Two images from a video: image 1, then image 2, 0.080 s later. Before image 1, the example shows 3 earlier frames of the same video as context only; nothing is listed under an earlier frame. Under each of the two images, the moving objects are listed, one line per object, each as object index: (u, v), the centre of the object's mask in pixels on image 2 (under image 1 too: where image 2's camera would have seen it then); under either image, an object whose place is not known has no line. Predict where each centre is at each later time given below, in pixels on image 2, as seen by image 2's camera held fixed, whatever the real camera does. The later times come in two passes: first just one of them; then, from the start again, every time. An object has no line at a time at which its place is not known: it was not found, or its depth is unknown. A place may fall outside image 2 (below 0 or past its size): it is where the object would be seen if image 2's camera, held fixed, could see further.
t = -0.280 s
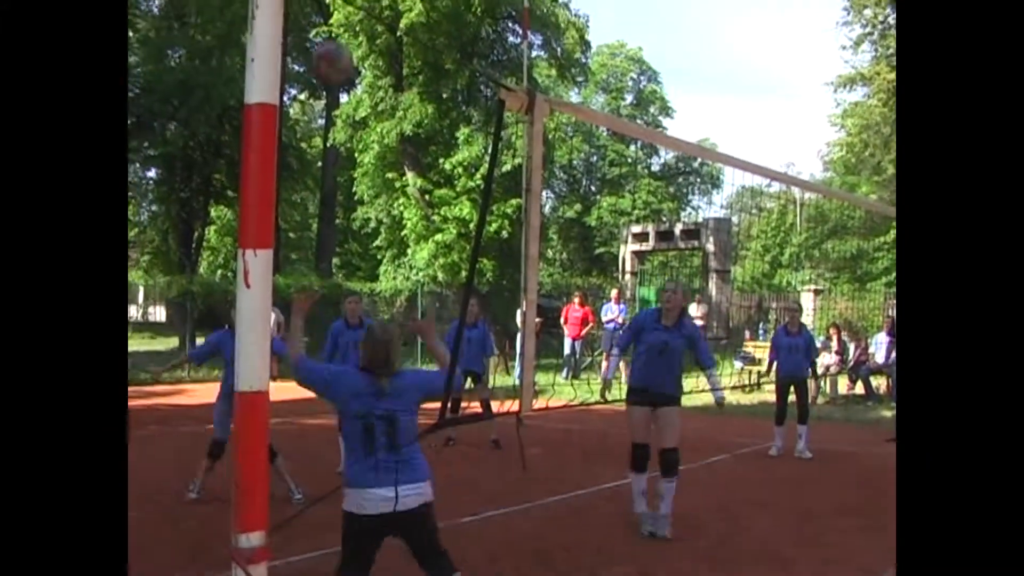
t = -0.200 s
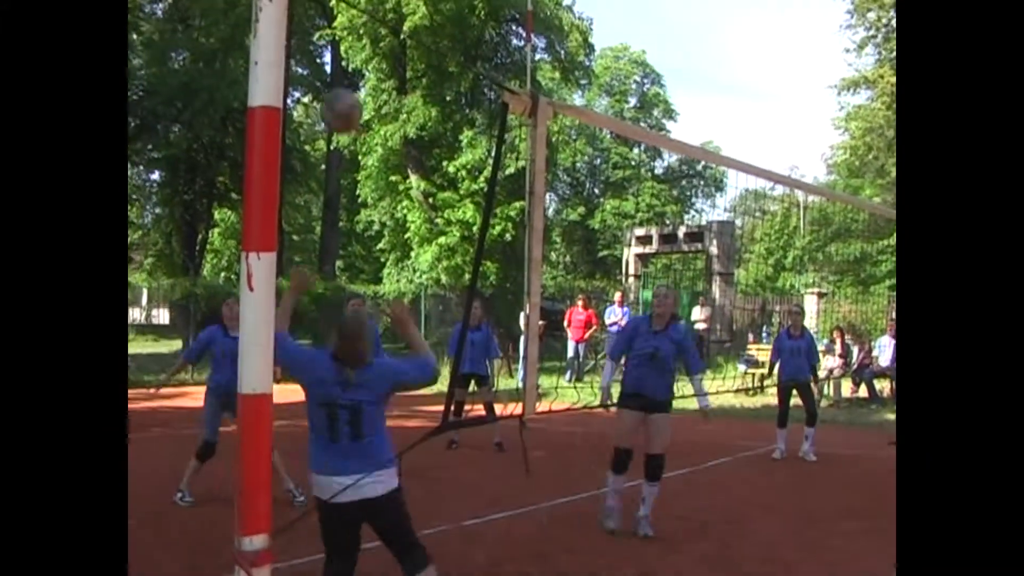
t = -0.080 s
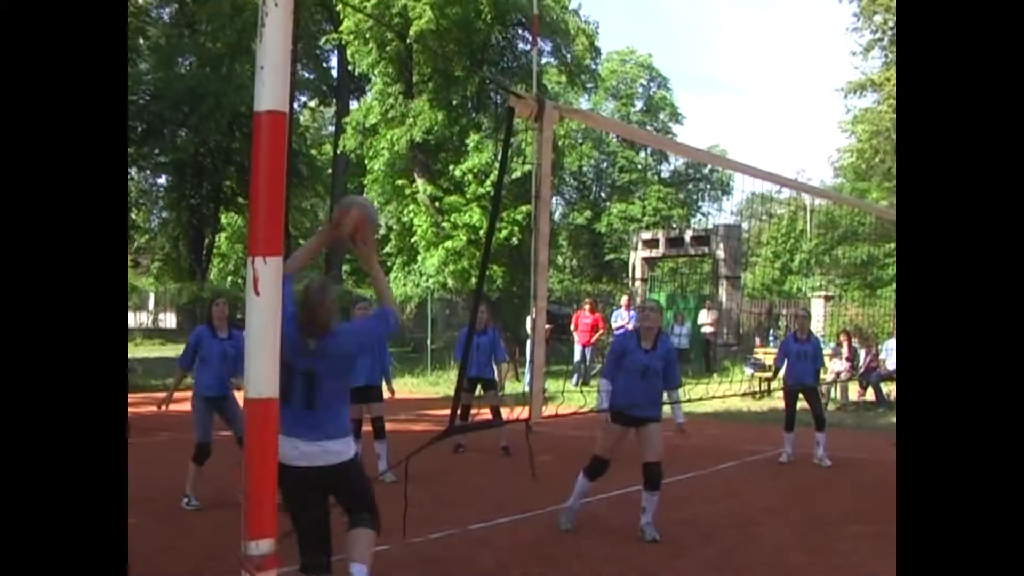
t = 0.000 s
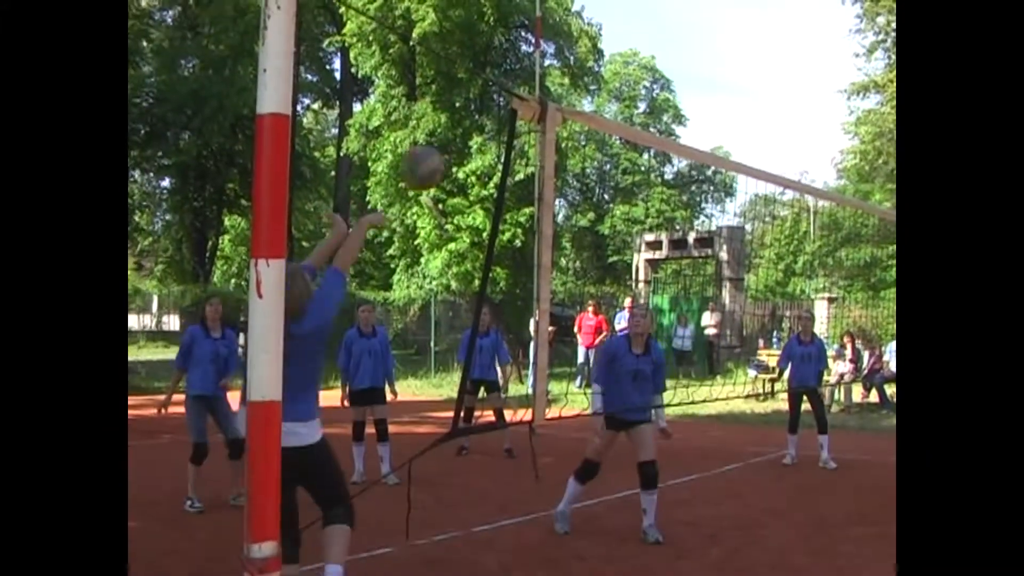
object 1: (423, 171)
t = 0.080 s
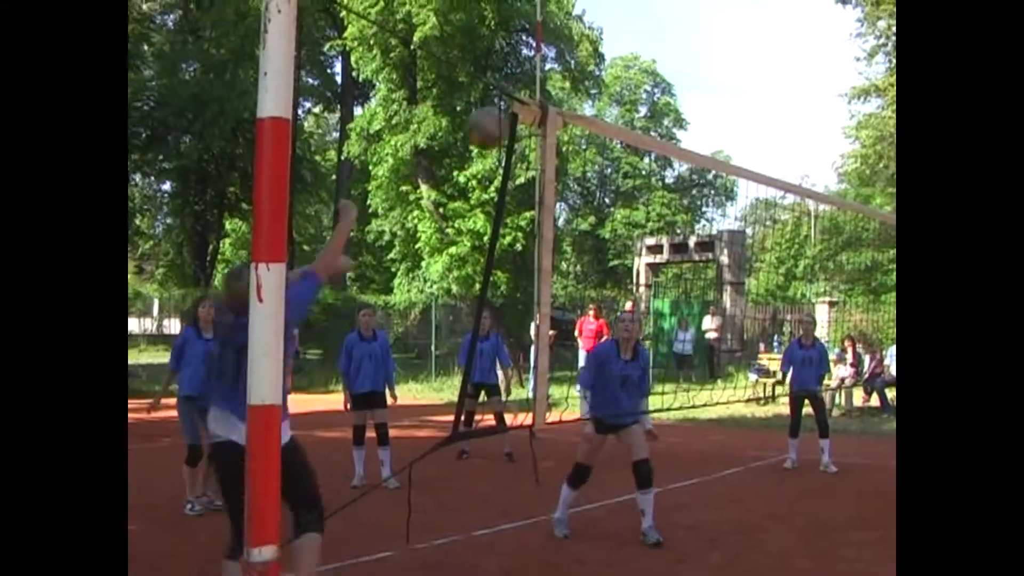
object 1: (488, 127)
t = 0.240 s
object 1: (592, 92)
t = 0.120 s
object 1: (504, 112)
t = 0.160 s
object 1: (551, 95)
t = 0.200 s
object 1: (570, 93)
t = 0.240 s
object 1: (592, 92)
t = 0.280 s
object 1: (614, 90)
